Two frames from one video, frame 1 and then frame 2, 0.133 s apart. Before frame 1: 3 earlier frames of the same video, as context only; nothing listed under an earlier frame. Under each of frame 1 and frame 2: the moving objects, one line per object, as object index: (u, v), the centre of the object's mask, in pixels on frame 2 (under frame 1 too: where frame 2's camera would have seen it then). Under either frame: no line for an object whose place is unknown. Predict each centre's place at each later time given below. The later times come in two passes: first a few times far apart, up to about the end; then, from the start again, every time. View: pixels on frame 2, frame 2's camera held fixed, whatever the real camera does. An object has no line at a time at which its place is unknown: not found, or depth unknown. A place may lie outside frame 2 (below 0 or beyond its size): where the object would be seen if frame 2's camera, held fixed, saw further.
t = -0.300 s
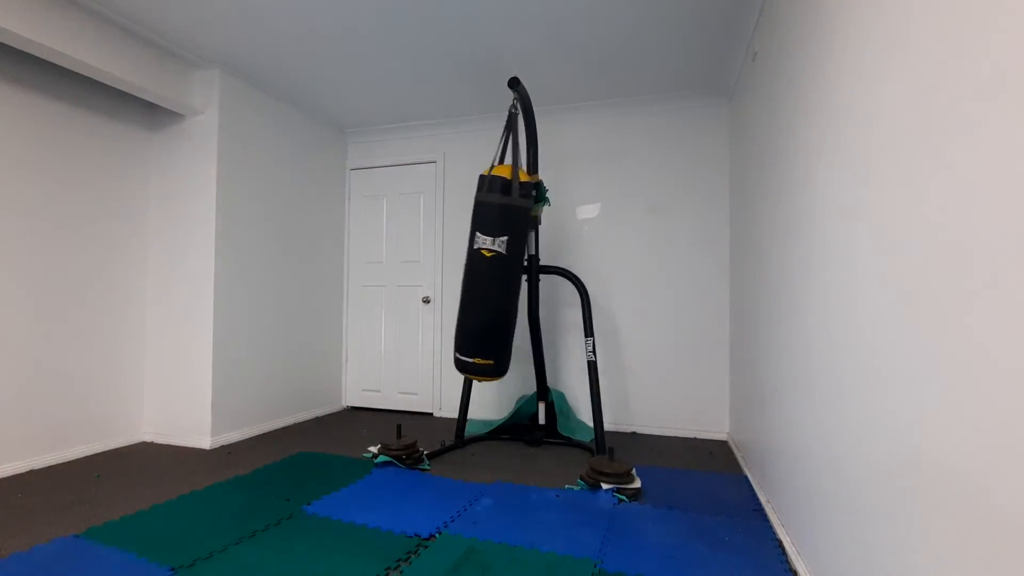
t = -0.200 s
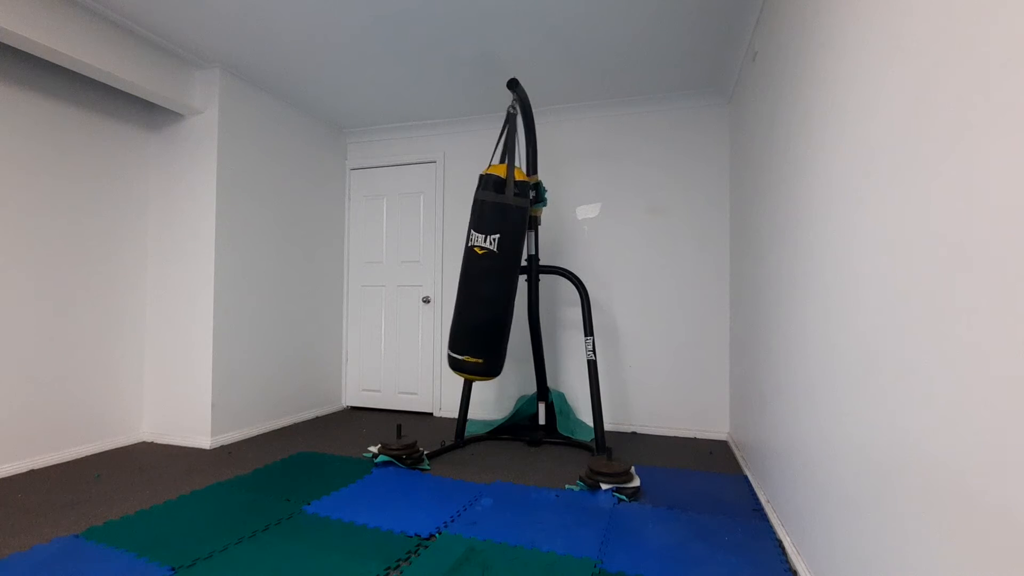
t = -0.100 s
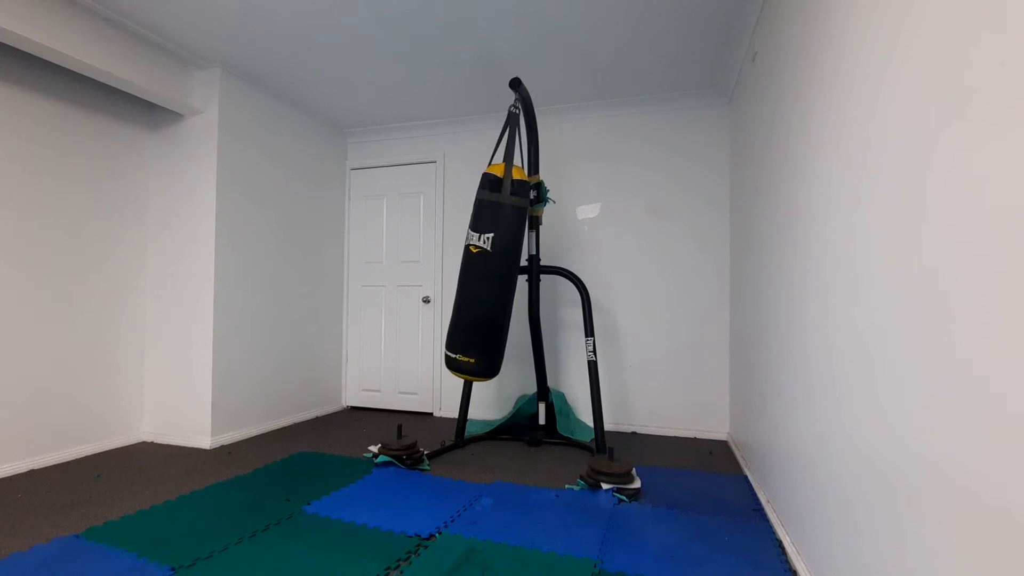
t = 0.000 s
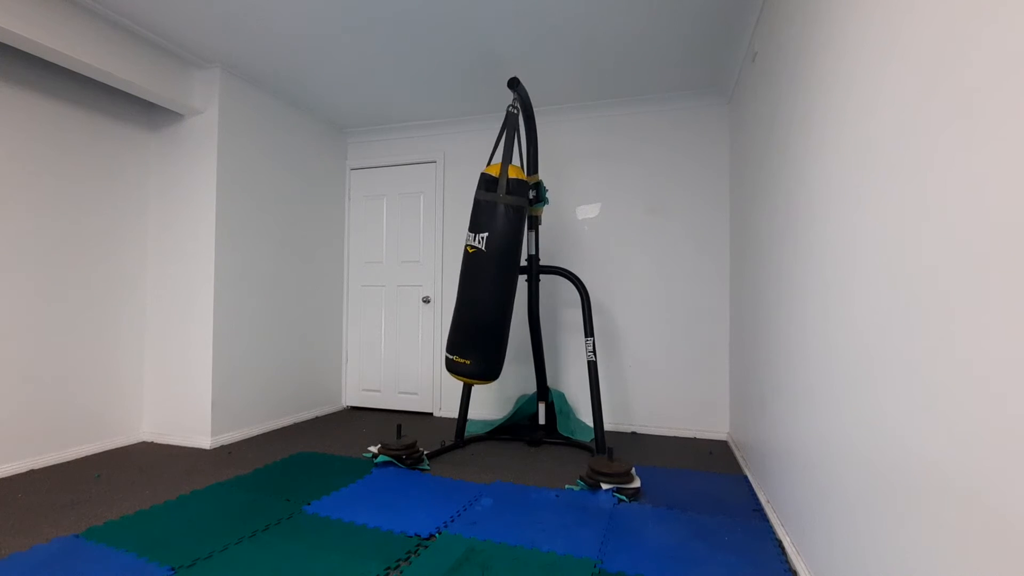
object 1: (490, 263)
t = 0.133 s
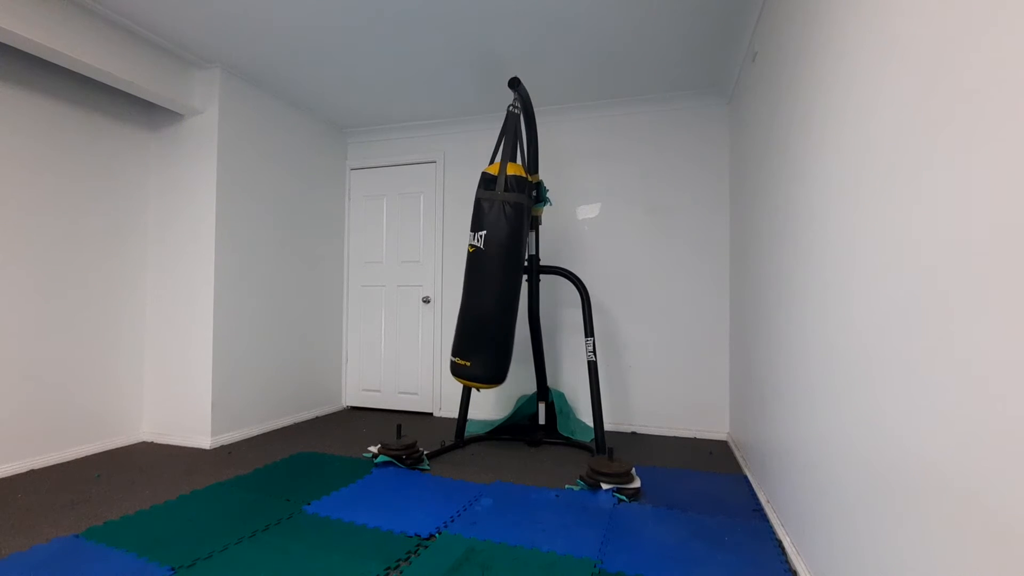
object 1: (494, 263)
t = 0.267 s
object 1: (501, 265)
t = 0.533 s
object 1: (522, 269)
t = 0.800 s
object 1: (542, 271)
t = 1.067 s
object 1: (548, 271)
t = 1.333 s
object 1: (535, 271)
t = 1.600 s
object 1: (514, 268)
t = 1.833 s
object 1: (498, 263)
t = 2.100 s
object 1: (490, 262)
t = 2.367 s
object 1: (496, 267)
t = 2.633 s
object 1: (514, 273)
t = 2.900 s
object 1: (535, 273)
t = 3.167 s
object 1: (548, 271)
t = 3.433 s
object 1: (542, 271)
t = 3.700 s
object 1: (524, 271)
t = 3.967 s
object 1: (504, 269)
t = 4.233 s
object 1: (491, 264)
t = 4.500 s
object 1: (491, 266)
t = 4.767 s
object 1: (505, 270)
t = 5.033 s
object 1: (527, 272)
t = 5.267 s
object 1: (544, 271)
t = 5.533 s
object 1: (548, 271)
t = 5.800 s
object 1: (535, 271)
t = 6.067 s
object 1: (514, 270)
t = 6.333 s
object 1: (496, 265)
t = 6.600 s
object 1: (489, 265)
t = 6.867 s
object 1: (496, 269)
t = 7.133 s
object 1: (515, 273)
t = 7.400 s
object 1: (538, 273)
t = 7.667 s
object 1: (549, 271)
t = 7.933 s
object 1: (542, 271)
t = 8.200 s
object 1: (522, 270)
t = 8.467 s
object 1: (502, 267)
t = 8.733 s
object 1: (490, 265)
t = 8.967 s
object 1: (490, 266)
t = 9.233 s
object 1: (504, 270)
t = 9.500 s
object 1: (527, 272)
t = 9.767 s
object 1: (545, 271)
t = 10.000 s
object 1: (549, 271)
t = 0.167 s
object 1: (496, 265)
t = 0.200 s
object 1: (497, 265)
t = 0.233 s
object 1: (499, 265)
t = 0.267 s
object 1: (501, 265)
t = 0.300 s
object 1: (504, 266)
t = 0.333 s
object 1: (506, 267)
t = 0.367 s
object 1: (508, 268)
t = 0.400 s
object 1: (511, 267)
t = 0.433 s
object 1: (514, 269)
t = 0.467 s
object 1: (516, 269)
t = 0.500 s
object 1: (519, 269)
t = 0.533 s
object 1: (522, 269)
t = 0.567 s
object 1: (525, 270)
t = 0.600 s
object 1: (528, 270)
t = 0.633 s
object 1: (531, 270)
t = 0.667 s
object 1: (533, 270)
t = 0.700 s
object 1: (536, 271)
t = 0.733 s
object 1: (538, 271)
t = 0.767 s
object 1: (540, 271)
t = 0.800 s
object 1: (542, 271)
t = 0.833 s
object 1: (544, 271)
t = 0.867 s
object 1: (546, 272)
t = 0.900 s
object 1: (547, 271)
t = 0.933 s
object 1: (548, 271)
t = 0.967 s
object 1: (549, 271)
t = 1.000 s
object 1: (549, 271)
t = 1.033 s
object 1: (549, 271)
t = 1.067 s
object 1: (548, 271)
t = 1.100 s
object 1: (548, 272)
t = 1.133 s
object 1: (547, 272)
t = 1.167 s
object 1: (545, 271)
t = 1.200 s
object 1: (544, 272)
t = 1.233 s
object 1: (542, 274)
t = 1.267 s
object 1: (540, 271)
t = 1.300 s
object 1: (538, 271)
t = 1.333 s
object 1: (535, 271)
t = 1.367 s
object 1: (533, 271)
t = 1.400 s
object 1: (530, 270)
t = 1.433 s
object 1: (528, 270)
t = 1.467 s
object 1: (525, 270)
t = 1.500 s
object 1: (522, 269)
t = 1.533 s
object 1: (520, 268)
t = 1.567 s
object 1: (517, 268)
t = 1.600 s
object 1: (514, 268)
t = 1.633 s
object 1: (512, 266)
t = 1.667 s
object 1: (509, 266)
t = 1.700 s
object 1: (507, 265)
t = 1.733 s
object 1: (505, 265)
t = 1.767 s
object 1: (502, 264)
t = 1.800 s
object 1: (500, 264)
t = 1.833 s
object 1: (498, 263)
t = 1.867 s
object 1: (497, 263)
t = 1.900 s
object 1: (495, 262)
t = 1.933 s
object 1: (494, 262)
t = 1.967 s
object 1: (493, 262)
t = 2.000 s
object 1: (492, 262)
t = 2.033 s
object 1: (491, 262)
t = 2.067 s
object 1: (491, 262)
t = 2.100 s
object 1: (490, 262)
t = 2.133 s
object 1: (490, 263)
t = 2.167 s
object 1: (490, 263)
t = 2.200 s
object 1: (491, 264)
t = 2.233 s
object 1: (491, 265)
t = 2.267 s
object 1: (492, 265)
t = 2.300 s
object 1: (493, 266)
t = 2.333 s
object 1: (494, 267)
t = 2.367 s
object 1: (496, 267)
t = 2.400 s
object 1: (497, 268)
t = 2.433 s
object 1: (499, 269)
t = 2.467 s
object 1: (501, 269)
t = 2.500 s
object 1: (504, 270)
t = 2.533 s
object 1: (506, 271)
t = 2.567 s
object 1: (508, 275)
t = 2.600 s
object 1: (511, 276)
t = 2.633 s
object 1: (514, 273)
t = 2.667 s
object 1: (517, 276)
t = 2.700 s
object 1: (519, 273)
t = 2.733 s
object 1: (522, 273)
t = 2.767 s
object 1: (525, 273)
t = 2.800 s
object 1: (528, 273)
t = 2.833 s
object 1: (530, 273)
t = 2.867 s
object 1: (533, 272)
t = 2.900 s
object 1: (535, 273)
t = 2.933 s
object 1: (538, 272)
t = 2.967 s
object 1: (540, 272)
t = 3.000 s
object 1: (542, 272)
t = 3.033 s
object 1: (544, 273)
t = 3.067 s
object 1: (546, 273)
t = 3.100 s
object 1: (547, 272)
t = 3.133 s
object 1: (548, 272)
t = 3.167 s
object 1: (548, 271)
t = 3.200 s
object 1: (548, 271)
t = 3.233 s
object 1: (548, 271)
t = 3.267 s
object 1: (548, 271)
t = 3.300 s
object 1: (548, 271)
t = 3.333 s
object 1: (547, 272)
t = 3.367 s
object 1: (546, 272)
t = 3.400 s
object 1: (544, 271)
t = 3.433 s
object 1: (542, 271)
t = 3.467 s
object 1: (541, 271)
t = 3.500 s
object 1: (539, 271)
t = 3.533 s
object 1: (537, 271)
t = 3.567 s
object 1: (534, 272)
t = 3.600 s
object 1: (532, 272)
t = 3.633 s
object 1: (529, 271)
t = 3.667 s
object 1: (527, 271)
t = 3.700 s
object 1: (524, 271)
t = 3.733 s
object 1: (521, 271)
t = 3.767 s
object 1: (519, 272)
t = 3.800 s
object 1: (516, 273)
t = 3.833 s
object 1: (513, 270)
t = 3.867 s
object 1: (511, 268)
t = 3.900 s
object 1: (508, 268)
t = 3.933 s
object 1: (506, 267)
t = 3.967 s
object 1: (504, 269)
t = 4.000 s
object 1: (501, 271)
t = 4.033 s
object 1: (499, 270)
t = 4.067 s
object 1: (497, 270)
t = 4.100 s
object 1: (496, 270)
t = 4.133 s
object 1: (494, 270)
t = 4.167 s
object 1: (493, 265)
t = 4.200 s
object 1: (492, 264)
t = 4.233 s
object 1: (491, 264)
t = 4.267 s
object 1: (490, 264)
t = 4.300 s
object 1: (490, 264)
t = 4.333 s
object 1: (490, 264)
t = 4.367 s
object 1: (490, 264)
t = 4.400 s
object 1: (490, 264)
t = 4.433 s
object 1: (490, 265)
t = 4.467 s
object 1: (491, 265)
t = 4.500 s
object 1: (491, 266)
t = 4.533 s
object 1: (492, 267)
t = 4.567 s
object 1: (494, 267)
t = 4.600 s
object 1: (495, 268)
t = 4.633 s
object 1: (497, 268)
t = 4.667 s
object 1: (498, 269)
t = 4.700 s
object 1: (501, 269)
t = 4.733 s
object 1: (503, 269)
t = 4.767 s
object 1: (505, 270)
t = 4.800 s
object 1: (508, 271)
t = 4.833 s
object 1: (510, 271)
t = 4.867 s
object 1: (513, 272)
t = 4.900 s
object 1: (516, 272)
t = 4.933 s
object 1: (519, 272)
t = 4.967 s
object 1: (522, 272)
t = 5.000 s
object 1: (524, 272)
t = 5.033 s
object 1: (527, 272)
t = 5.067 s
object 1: (530, 272)
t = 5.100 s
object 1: (533, 272)
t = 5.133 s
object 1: (535, 272)
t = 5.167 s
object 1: (538, 271)
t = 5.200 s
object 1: (540, 271)
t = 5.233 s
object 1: (542, 271)
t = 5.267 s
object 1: (544, 271)
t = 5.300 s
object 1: (546, 271)
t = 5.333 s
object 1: (547, 271)
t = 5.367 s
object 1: (548, 271)
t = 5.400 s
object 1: (549, 271)
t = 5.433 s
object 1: (549, 271)
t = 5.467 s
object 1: (549, 271)
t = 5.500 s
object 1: (549, 271)
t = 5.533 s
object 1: (548, 271)
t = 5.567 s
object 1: (548, 271)
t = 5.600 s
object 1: (547, 271)
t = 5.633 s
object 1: (545, 271)
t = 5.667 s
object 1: (543, 271)
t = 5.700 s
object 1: (542, 271)
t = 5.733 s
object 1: (540, 271)
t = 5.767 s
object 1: (537, 271)
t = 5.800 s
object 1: (535, 271)
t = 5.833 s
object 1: (532, 271)
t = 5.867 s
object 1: (530, 271)
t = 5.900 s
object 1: (527, 271)
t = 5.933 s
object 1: (524, 271)
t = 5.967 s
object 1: (522, 270)
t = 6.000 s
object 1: (519, 270)
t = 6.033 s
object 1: (516, 270)
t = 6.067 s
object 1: (514, 270)
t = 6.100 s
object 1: (511, 273)
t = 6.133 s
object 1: (509, 272)
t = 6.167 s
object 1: (506, 268)
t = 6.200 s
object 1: (504, 267)
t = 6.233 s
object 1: (501, 266)
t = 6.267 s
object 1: (499, 266)
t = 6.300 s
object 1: (497, 268)
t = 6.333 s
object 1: (496, 265)
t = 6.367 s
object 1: (494, 265)
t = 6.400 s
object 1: (493, 264)
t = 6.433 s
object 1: (492, 264)
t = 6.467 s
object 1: (490, 267)
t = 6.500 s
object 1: (490, 267)
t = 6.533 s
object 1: (489, 267)
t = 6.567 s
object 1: (489, 265)
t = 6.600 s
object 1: (489, 265)
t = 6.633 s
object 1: (489, 264)
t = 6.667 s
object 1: (489, 266)
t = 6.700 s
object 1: (490, 266)
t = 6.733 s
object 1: (491, 267)
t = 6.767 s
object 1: (492, 267)
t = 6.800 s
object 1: (493, 268)
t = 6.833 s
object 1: (494, 268)
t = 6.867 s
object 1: (496, 269)
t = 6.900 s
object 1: (497, 270)
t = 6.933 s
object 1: (500, 270)
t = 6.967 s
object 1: (502, 271)
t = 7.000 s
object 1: (505, 270)
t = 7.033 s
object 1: (507, 271)
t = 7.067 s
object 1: (510, 272)
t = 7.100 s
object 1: (513, 273)
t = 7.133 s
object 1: (515, 273)
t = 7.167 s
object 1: (518, 276)
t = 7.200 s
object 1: (521, 273)
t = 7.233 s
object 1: (524, 273)
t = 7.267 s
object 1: (527, 273)
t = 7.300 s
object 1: (530, 273)
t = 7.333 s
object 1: (532, 273)
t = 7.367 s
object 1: (535, 273)
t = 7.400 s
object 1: (538, 273)
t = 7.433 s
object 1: (540, 273)
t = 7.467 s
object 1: (542, 274)
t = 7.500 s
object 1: (545, 275)
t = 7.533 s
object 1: (546, 274)
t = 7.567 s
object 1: (547, 271)
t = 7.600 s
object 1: (548, 271)
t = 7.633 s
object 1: (549, 271)
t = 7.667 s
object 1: (549, 271)
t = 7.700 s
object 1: (549, 271)
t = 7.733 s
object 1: (549, 271)
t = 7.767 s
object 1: (548, 271)
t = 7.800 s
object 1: (548, 271)
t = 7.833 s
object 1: (547, 271)
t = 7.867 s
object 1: (546, 275)
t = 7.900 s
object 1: (544, 271)
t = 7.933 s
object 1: (542, 271)
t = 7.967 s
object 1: (540, 271)
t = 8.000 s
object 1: (538, 271)
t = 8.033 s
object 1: (535, 271)
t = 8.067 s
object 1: (533, 271)
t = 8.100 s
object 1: (530, 271)
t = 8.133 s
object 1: (527, 271)
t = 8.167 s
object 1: (525, 271)
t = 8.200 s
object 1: (522, 270)
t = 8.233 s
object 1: (519, 270)
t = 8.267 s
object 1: (517, 270)
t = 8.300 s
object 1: (514, 269)
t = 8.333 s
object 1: (511, 269)
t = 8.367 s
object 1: (509, 268)
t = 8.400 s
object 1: (506, 267)
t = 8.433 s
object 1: (504, 267)
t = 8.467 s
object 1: (502, 267)
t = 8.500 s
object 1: (499, 266)
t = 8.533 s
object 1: (497, 266)
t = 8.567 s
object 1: (496, 266)
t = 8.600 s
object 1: (494, 265)
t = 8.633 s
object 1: (493, 265)
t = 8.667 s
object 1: (491, 265)
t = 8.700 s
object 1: (490, 265)
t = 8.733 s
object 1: (490, 265)
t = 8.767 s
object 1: (489, 264)
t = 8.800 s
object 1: (489, 265)
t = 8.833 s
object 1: (489, 265)
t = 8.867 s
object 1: (489, 265)
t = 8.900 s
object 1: (489, 265)
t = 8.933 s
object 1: (489, 266)
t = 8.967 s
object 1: (490, 266)
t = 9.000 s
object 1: (491, 267)
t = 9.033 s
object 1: (492, 268)
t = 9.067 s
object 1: (494, 268)
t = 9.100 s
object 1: (495, 269)
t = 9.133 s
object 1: (497, 269)
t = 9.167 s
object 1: (499, 270)
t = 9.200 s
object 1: (502, 270)
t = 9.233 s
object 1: (504, 270)
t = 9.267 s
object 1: (507, 271)
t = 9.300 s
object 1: (509, 271)
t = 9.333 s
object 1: (512, 272)
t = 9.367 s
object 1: (515, 272)
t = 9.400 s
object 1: (518, 272)
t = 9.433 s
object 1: (521, 272)
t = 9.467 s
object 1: (524, 272)
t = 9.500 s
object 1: (527, 272)
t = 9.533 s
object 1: (530, 272)
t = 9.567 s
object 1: (532, 272)
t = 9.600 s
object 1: (535, 272)
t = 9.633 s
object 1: (537, 272)
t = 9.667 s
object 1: (540, 271)
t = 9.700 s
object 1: (542, 271)
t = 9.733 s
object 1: (544, 271)
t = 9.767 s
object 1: (545, 271)
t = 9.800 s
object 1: (547, 271)
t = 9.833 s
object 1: (548, 271)
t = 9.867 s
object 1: (549, 271)
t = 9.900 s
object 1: (549, 271)
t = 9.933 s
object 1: (549, 271)
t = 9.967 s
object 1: (549, 271)
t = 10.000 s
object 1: (549, 271)
